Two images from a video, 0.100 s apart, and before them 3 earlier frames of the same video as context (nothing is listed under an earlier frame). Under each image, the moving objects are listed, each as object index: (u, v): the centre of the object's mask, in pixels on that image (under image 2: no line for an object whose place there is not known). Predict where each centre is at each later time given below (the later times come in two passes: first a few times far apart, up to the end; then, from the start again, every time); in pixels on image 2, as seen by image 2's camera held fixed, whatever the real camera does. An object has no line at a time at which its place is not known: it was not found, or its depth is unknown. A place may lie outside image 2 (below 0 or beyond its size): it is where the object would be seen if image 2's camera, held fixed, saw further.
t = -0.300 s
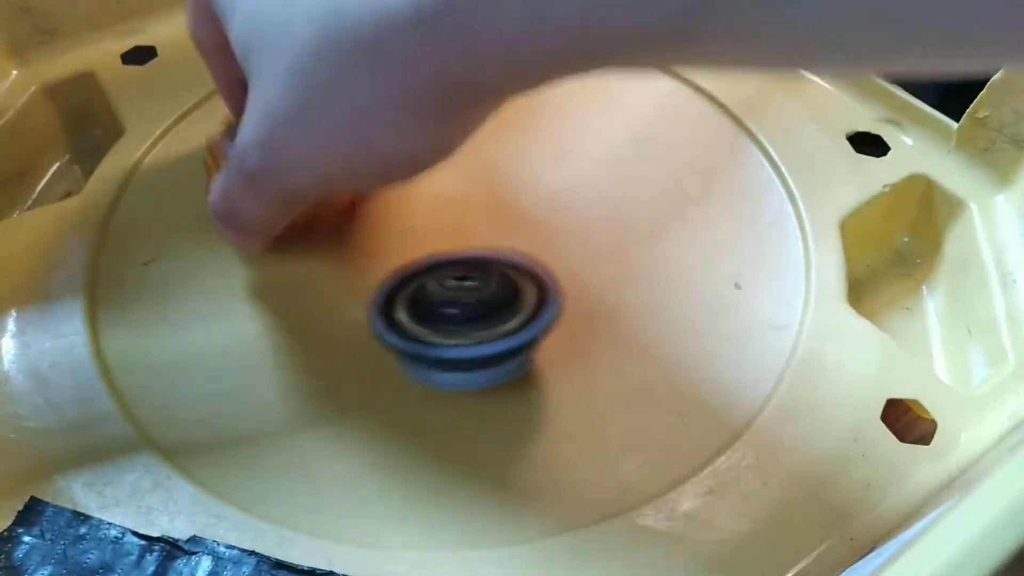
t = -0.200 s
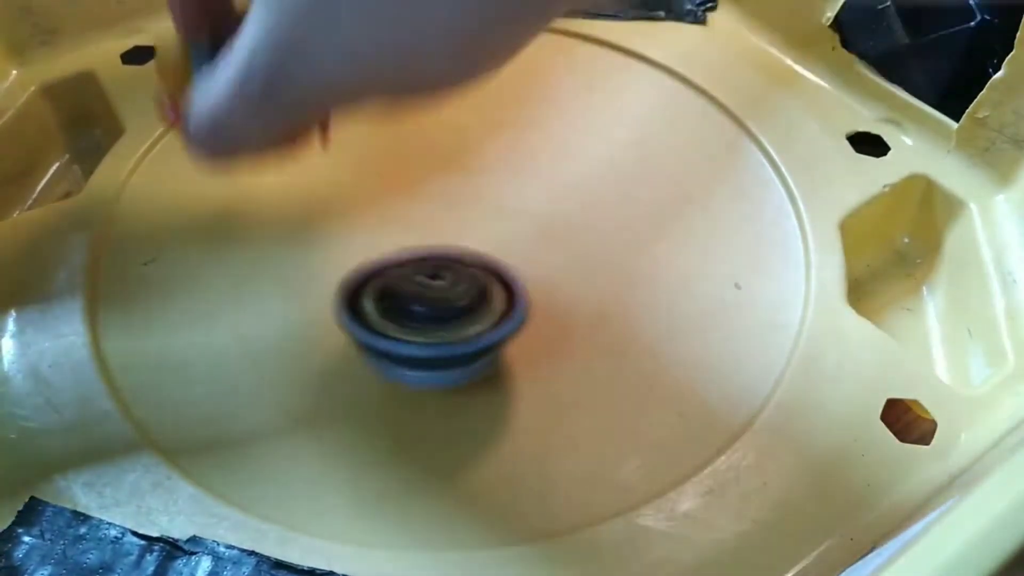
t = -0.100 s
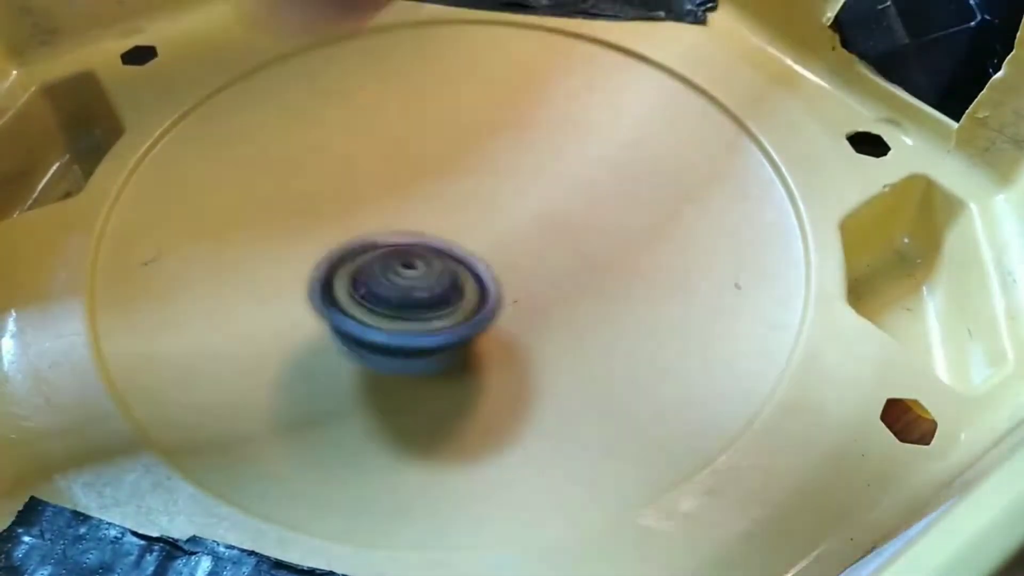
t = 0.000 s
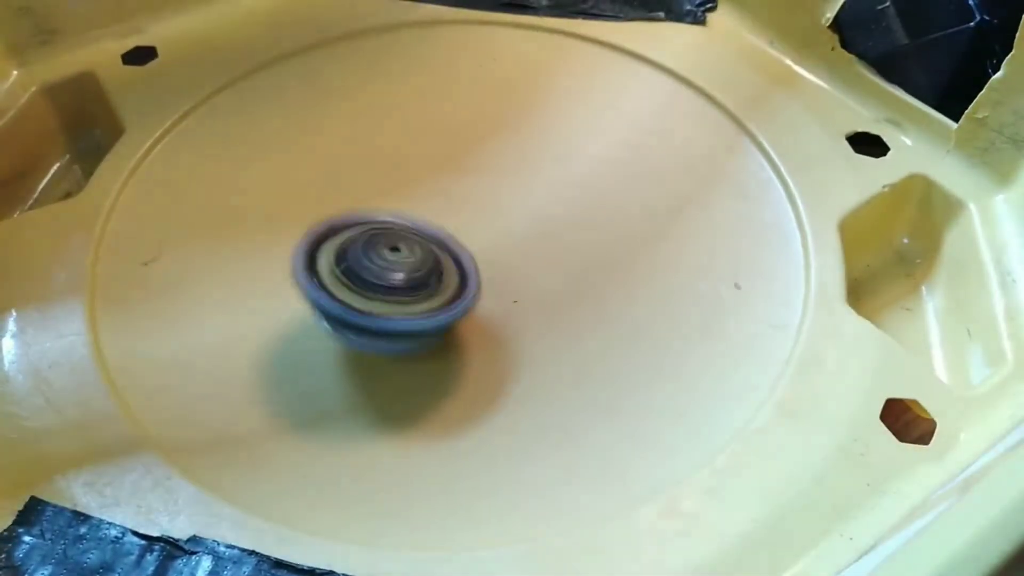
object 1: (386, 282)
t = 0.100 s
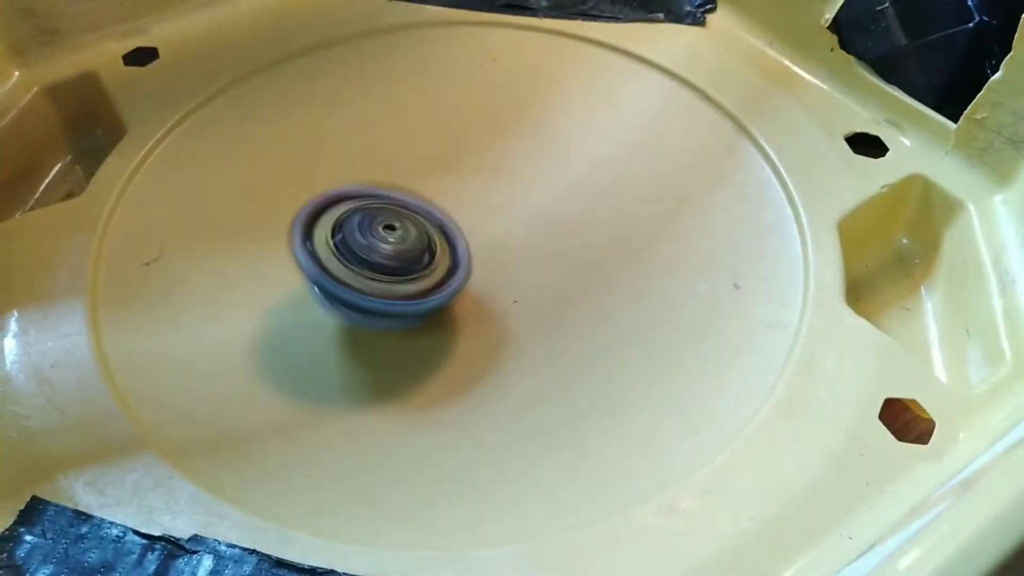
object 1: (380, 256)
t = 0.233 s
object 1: (390, 222)
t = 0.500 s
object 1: (452, 181)
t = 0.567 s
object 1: (472, 178)
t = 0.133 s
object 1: (381, 247)
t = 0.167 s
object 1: (383, 238)
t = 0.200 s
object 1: (386, 230)
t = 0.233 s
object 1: (390, 222)
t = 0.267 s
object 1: (396, 216)
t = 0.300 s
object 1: (402, 208)
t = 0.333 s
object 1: (409, 202)
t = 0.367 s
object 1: (416, 197)
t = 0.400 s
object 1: (425, 191)
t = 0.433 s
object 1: (433, 187)
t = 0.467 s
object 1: (442, 184)
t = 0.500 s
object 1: (452, 181)
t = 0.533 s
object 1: (461, 180)
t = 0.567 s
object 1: (472, 178)
